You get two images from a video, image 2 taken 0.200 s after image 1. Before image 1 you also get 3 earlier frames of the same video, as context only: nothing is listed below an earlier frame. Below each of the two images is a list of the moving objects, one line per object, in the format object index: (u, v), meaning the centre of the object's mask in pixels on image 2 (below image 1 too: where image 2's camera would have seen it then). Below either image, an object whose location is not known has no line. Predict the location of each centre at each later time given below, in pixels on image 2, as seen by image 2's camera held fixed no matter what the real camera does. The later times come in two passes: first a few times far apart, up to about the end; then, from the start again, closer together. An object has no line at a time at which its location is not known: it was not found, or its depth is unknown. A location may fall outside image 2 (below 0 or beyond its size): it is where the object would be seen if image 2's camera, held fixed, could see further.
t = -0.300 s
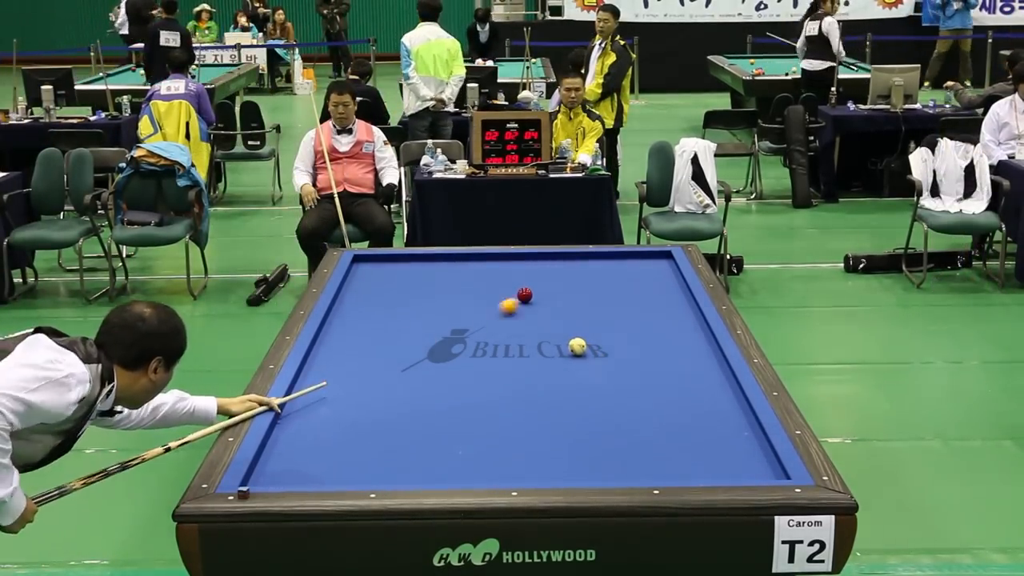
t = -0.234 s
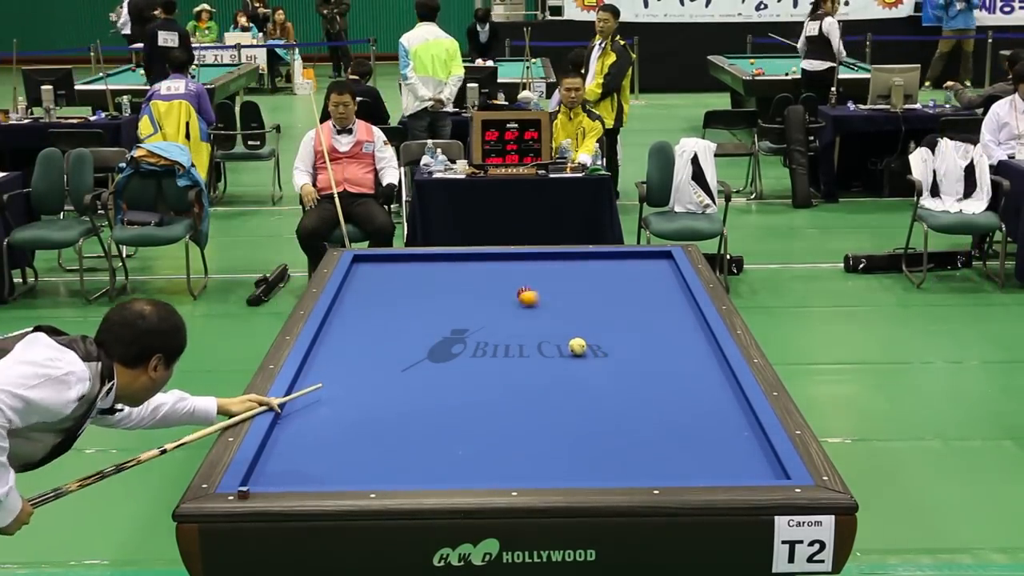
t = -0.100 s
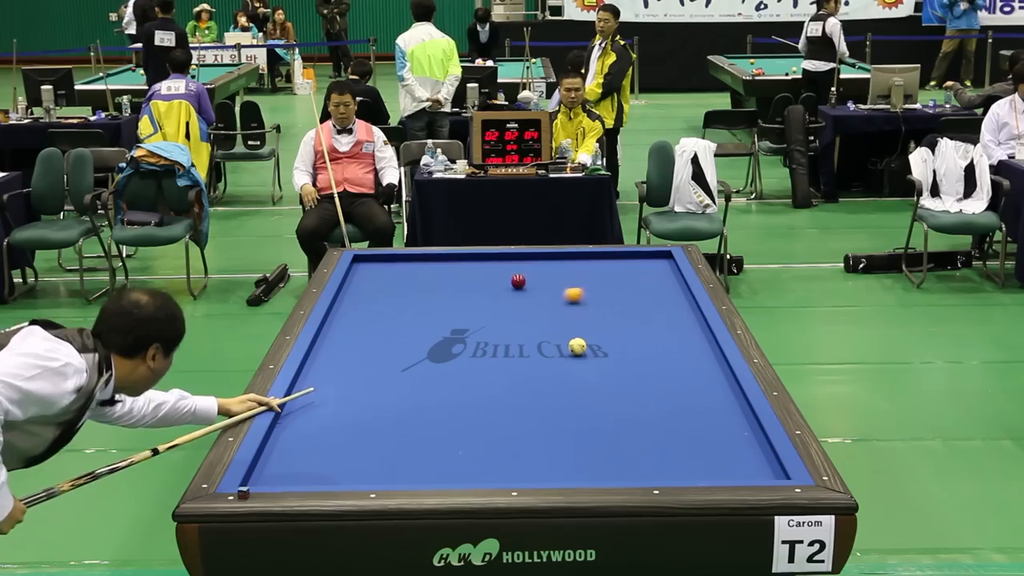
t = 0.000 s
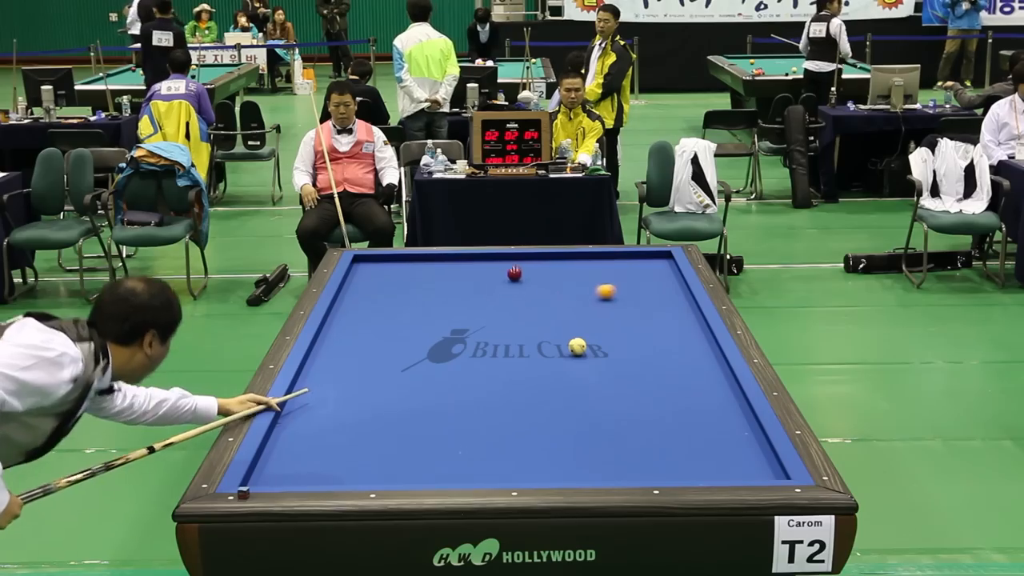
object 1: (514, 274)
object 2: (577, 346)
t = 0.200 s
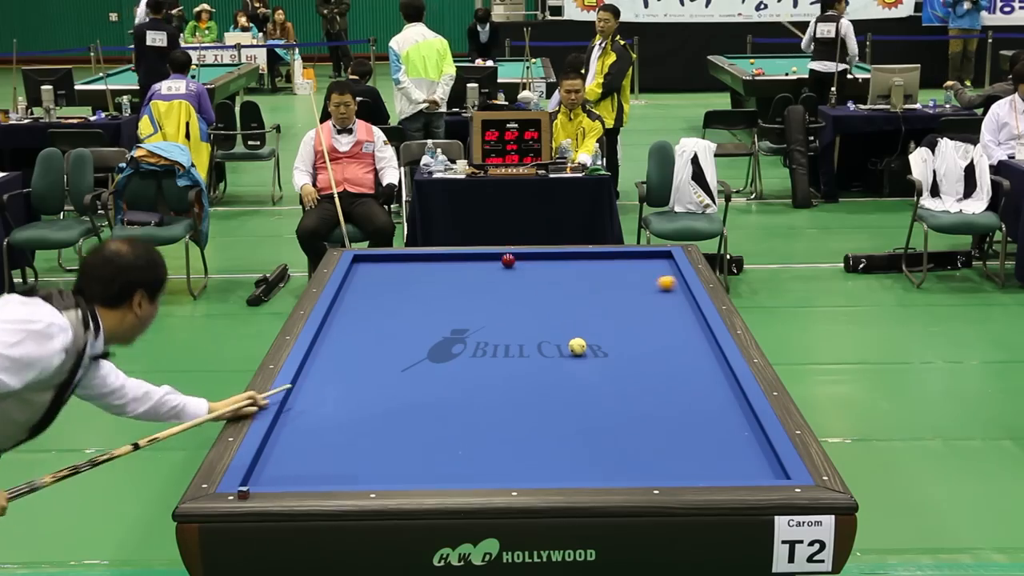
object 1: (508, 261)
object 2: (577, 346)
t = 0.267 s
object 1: (506, 257)
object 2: (577, 346)
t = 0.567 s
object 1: (504, 267)
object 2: (577, 346)
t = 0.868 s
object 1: (502, 278)
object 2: (577, 346)
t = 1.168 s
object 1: (500, 289)
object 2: (577, 346)
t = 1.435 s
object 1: (498, 300)
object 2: (577, 346)
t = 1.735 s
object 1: (495, 312)
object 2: (577, 346)
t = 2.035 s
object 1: (493, 325)
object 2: (577, 346)
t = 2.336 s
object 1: (490, 339)
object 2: (577, 346)
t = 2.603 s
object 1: (488, 351)
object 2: (577, 346)
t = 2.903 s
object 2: (577, 346)
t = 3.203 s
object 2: (577, 346)
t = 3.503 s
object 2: (577, 346)
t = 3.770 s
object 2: (577, 346)
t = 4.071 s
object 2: (577, 346)
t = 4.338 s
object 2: (577, 346)
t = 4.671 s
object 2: (577, 346)
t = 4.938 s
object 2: (577, 346)
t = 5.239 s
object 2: (575, 348)
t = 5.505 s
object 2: (574, 351)
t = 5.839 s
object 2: (571, 353)
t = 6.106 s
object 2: (571, 353)
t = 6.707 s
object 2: (567, 356)
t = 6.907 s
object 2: (567, 357)
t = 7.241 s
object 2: (566, 357)
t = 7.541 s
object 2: (566, 357)
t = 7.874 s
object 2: (566, 357)
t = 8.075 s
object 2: (566, 357)
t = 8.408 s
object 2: (566, 357)
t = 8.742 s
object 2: (566, 357)
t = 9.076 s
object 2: (566, 357)
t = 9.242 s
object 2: (566, 358)
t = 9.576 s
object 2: (566, 358)
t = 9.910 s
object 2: (566, 358)
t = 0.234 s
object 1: (507, 259)
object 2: (577, 346)
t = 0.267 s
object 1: (506, 257)
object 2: (577, 346)
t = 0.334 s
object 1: (505, 257)
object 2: (577, 346)
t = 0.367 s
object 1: (505, 259)
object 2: (577, 346)
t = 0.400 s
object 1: (505, 260)
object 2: (577, 346)
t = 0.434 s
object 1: (505, 261)
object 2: (577, 346)
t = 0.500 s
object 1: (504, 264)
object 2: (577, 346)
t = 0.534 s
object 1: (504, 266)
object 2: (577, 346)
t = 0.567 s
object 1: (504, 267)
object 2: (577, 346)
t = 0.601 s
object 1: (504, 268)
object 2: (577, 346)
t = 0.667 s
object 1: (503, 270)
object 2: (577, 346)
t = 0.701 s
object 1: (503, 272)
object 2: (577, 346)
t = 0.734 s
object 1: (503, 273)
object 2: (577, 346)
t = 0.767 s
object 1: (503, 274)
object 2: (577, 346)
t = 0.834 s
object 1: (502, 277)
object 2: (577, 346)
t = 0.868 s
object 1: (502, 278)
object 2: (577, 346)
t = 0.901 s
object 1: (502, 279)
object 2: (577, 346)
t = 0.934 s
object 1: (501, 280)
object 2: (577, 346)
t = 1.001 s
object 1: (501, 283)
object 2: (577, 346)
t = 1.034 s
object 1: (501, 284)
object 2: (577, 346)
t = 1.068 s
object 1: (501, 285)
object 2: (577, 346)
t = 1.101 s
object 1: (500, 287)
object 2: (577, 346)
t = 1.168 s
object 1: (500, 289)
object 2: (577, 346)
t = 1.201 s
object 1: (499, 291)
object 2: (577, 346)
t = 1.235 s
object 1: (499, 292)
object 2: (577, 346)
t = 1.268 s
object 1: (499, 293)
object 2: (577, 346)
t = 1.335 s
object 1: (498, 296)
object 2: (577, 346)
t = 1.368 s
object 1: (498, 297)
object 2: (577, 346)
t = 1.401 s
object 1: (498, 298)
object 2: (577, 346)
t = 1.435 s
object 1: (498, 300)
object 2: (577, 346)
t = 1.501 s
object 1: (497, 302)
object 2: (577, 346)
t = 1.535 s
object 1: (497, 304)
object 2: (577, 346)
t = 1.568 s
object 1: (496, 305)
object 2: (577, 346)
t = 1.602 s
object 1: (496, 307)
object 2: (577, 346)
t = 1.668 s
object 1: (496, 309)
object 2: (577, 346)
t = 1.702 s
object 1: (496, 311)
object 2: (577, 346)
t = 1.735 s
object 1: (495, 312)
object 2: (577, 346)
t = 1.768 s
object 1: (495, 314)
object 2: (577, 346)
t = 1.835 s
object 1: (494, 316)
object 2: (577, 346)
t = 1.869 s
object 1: (494, 318)
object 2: (577, 346)
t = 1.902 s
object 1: (494, 319)
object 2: (577, 346)
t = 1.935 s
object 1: (493, 321)
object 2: (577, 346)
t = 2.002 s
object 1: (493, 324)
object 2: (577, 346)
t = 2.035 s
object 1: (493, 325)
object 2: (577, 346)
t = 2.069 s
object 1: (492, 327)
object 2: (577, 346)
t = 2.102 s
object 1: (492, 328)
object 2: (577, 346)
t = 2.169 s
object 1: (491, 331)
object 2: (577, 346)
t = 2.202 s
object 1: (491, 333)
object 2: (577, 346)
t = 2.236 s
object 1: (491, 334)
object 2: (577, 346)
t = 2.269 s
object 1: (491, 336)
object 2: (577, 346)
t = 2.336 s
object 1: (490, 339)
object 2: (577, 346)
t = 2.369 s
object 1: (490, 340)
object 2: (577, 346)
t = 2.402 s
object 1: (489, 342)
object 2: (577, 346)
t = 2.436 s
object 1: (489, 343)
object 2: (577, 346)
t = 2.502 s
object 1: (488, 346)
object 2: (577, 346)
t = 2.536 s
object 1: (488, 348)
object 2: (577, 346)
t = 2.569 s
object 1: (488, 350)
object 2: (577, 346)
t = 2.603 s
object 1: (488, 351)
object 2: (577, 346)
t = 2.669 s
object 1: (487, 354)
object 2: (577, 346)
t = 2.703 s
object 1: (487, 356)
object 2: (577, 346)
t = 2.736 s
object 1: (486, 357)
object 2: (577, 346)
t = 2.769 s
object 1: (486, 359)
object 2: (577, 346)
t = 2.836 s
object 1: (485, 363)
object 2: (577, 346)
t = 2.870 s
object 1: (485, 364)
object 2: (577, 346)
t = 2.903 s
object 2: (577, 346)
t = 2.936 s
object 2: (577, 346)
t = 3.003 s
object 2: (577, 346)
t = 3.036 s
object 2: (577, 346)
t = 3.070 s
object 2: (577, 346)
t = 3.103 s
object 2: (577, 346)
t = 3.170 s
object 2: (577, 346)
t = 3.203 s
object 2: (577, 346)
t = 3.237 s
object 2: (577, 346)
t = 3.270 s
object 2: (577, 346)
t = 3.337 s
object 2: (577, 346)
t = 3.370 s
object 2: (577, 346)
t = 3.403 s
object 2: (577, 346)
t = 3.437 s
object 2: (577, 346)
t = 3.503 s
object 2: (577, 346)
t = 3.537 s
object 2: (577, 346)
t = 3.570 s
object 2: (577, 346)
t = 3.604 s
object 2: (577, 346)
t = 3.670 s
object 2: (577, 346)
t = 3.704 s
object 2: (577, 346)
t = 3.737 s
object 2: (577, 346)
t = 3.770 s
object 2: (577, 346)
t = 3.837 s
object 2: (577, 346)
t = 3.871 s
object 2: (577, 346)
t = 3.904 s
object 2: (577, 346)
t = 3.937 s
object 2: (577, 346)
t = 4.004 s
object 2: (577, 346)
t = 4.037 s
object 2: (577, 346)
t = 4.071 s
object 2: (577, 346)
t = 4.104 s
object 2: (577, 346)
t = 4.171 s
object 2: (577, 346)
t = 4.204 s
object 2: (577, 346)
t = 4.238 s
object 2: (577, 346)
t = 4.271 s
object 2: (577, 346)
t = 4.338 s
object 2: (577, 346)
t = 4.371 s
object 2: (577, 346)
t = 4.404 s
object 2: (577, 346)
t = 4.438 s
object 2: (577, 346)
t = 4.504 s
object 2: (577, 346)
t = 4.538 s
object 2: (577, 346)
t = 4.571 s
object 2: (577, 346)
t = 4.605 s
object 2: (577, 346)
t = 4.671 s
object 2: (577, 346)
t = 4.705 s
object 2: (577, 346)
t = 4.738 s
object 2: (577, 346)
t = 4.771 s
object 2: (577, 346)
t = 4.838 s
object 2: (577, 347)
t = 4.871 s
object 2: (577, 347)
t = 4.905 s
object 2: (577, 347)
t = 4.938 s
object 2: (577, 346)
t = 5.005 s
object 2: (577, 347)
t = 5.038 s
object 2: (576, 347)
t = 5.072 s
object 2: (576, 347)
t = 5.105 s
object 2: (576, 347)
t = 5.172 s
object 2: (576, 348)
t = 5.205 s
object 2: (576, 348)
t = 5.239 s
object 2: (575, 348)
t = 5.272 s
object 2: (575, 349)
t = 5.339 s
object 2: (574, 349)
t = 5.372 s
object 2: (574, 350)
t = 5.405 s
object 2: (574, 350)
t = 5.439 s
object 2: (574, 350)
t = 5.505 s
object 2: (574, 351)
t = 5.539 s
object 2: (573, 351)
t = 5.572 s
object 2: (573, 351)
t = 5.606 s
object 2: (573, 351)
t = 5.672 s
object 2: (573, 352)
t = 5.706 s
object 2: (573, 352)
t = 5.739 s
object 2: (573, 352)
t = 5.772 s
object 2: (573, 352)
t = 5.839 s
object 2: (571, 353)
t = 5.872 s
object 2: (571, 353)
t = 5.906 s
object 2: (571, 352)
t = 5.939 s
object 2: (569, 352)
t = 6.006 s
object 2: (571, 353)
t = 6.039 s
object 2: (571, 354)
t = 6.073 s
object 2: (570, 354)
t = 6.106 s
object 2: (571, 353)
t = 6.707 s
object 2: (567, 356)
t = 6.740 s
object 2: (567, 356)
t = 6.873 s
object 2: (567, 357)
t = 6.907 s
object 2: (567, 357)
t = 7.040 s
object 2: (566, 357)
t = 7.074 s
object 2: (566, 357)
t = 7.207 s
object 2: (566, 357)
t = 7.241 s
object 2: (566, 357)
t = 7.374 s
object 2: (566, 357)
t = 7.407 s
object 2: (566, 357)
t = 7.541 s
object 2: (566, 357)
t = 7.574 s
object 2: (566, 357)
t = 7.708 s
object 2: (566, 357)
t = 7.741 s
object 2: (566, 357)
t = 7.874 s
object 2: (566, 357)
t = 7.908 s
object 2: (566, 357)
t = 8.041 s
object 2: (566, 357)
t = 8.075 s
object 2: (566, 357)
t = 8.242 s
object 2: (566, 357)
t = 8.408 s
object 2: (566, 357)
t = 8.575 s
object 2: (566, 357)
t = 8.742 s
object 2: (566, 357)
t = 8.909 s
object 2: (566, 357)
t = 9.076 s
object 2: (566, 357)
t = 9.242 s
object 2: (566, 358)
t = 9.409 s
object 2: (566, 358)
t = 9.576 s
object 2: (566, 358)
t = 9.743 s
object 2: (566, 358)
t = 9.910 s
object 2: (566, 358)
